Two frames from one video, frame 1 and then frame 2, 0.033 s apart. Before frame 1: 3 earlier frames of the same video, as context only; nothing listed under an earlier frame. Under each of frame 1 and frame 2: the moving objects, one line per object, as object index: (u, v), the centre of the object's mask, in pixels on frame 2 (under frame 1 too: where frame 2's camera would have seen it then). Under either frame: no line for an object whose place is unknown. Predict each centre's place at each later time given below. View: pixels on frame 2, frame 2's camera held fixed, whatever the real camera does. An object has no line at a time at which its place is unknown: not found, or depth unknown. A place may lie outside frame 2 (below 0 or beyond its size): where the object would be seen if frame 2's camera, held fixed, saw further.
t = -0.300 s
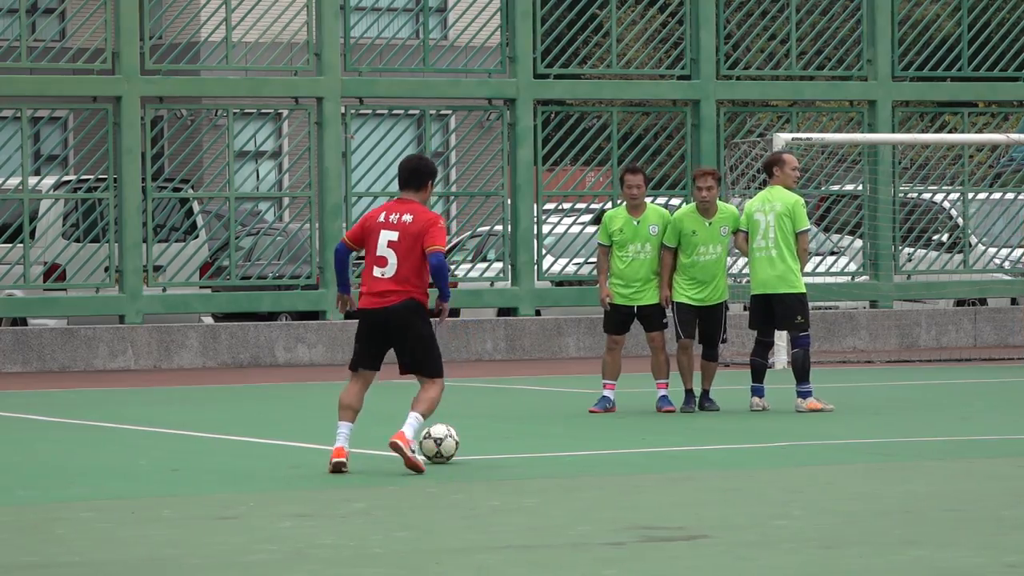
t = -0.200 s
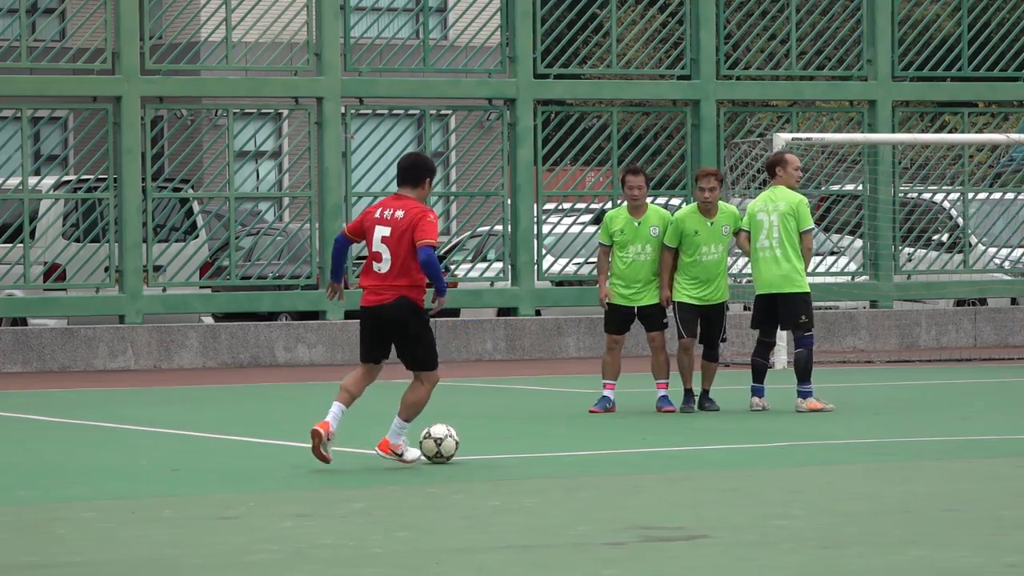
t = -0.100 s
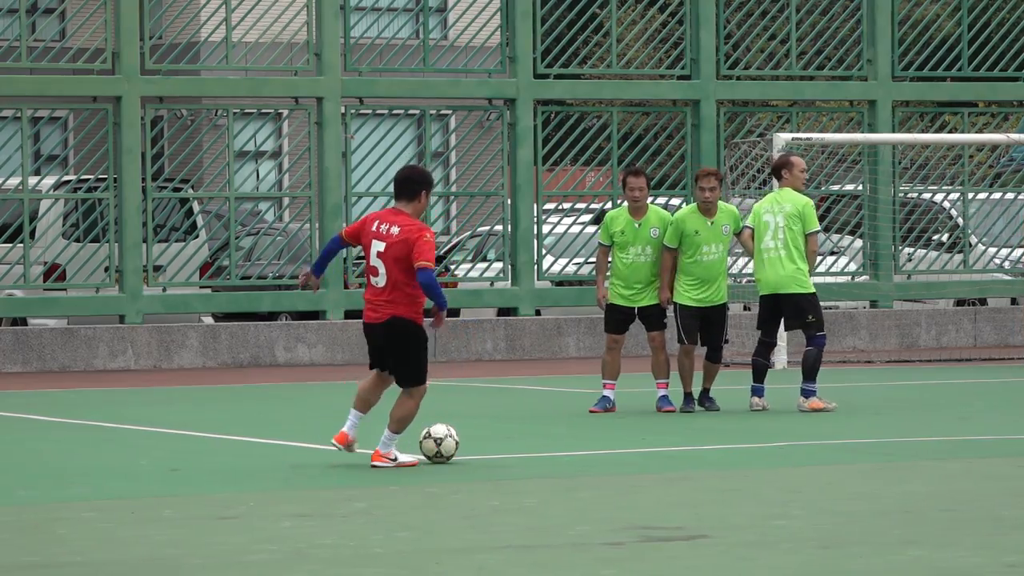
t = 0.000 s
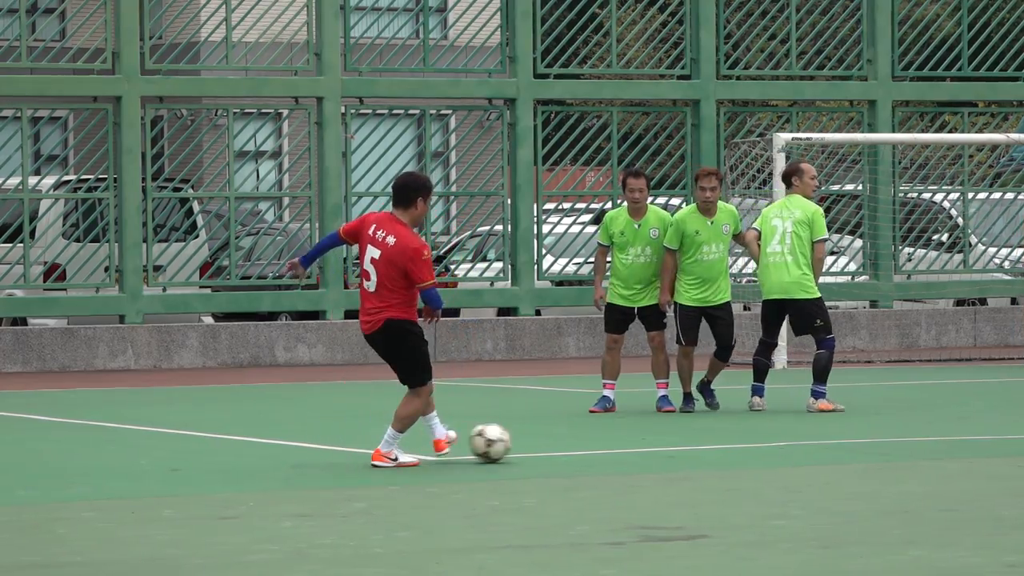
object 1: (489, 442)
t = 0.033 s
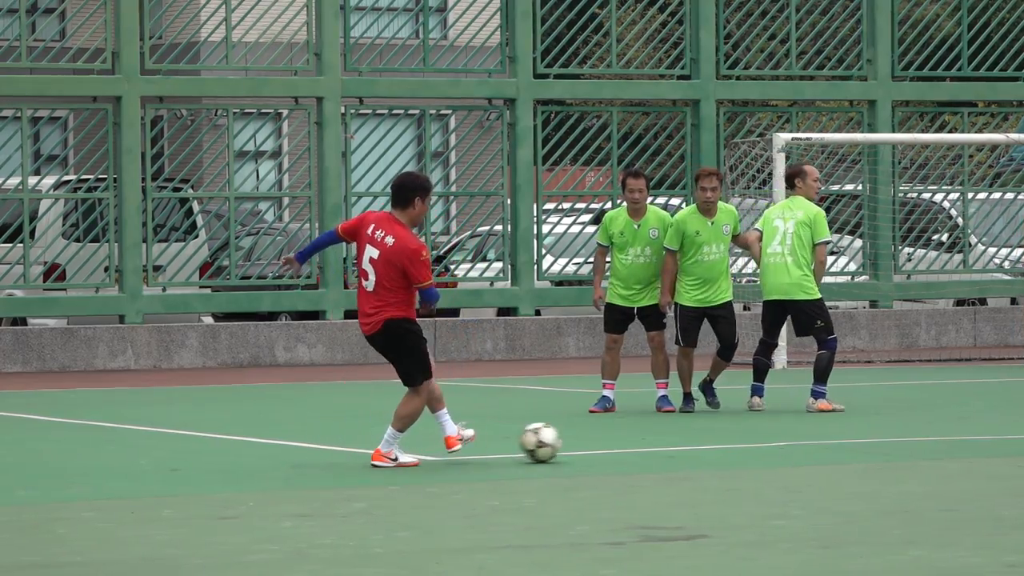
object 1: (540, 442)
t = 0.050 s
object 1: (564, 442)
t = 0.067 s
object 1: (588, 442)
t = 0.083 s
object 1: (613, 441)
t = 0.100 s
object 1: (636, 441)
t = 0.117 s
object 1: (660, 441)
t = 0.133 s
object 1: (682, 441)
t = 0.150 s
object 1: (704, 441)
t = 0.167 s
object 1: (727, 441)
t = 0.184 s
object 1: (749, 440)
